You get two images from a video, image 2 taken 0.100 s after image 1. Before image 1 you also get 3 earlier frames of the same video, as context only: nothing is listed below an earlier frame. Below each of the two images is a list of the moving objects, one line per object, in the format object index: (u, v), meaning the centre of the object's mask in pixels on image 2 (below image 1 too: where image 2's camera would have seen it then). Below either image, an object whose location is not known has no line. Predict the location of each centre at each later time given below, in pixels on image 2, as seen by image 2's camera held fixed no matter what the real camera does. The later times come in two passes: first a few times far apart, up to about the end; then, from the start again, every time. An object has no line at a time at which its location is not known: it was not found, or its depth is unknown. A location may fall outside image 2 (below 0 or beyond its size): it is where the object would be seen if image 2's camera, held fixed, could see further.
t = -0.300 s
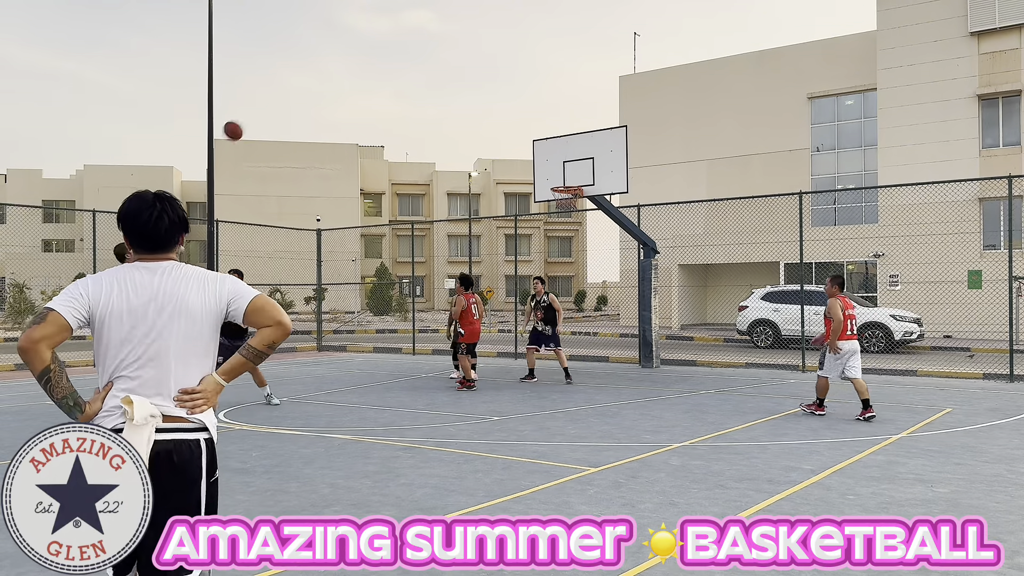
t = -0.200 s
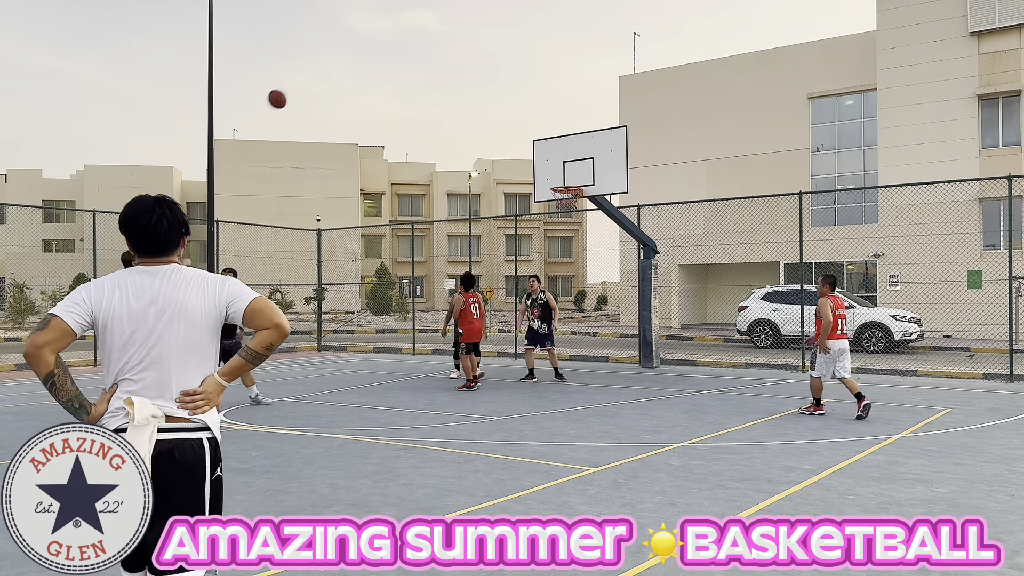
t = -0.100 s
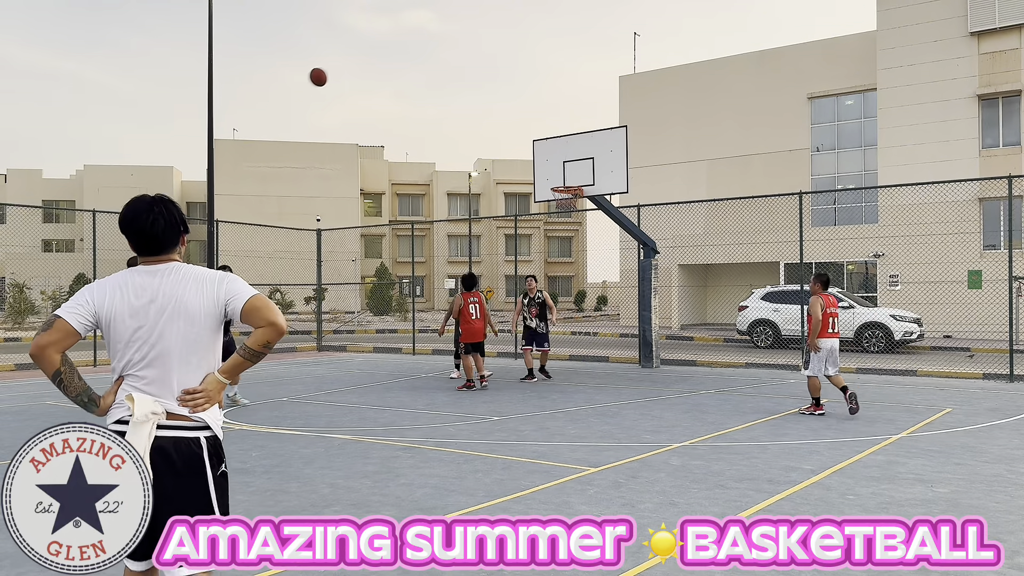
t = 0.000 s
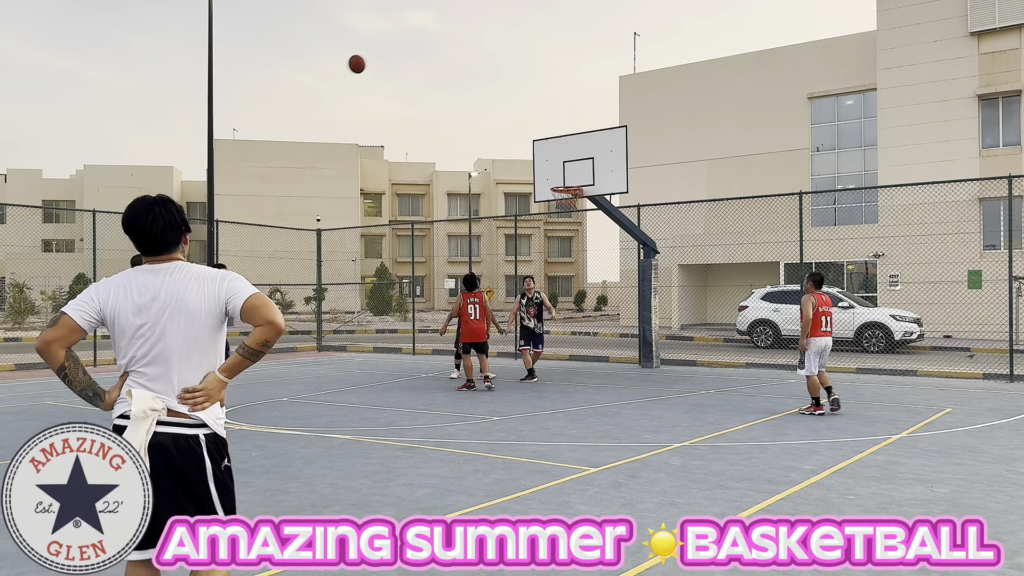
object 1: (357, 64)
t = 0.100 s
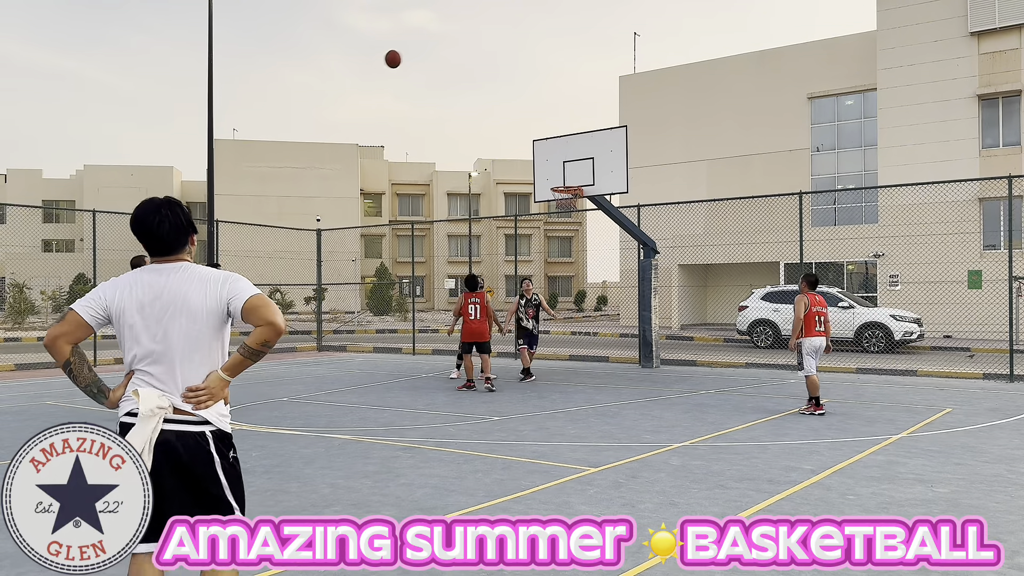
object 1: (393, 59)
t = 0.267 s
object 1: (449, 66)
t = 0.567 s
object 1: (536, 122)
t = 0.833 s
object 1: (583, 166)
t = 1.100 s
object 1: (589, 121)
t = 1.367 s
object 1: (596, 120)
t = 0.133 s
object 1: (404, 59)
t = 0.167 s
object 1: (416, 60)
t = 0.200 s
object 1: (427, 61)
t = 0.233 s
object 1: (438, 63)
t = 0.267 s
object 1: (449, 66)
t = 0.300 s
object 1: (459, 70)
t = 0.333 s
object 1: (469, 74)
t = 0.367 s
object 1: (479, 79)
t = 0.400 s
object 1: (489, 85)
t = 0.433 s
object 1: (499, 91)
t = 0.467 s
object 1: (508, 98)
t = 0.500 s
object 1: (518, 106)
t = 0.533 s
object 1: (527, 114)
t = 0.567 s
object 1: (536, 122)
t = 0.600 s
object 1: (544, 131)
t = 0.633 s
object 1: (553, 141)
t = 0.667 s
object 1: (562, 151)
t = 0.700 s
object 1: (570, 162)
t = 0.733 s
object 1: (578, 173)
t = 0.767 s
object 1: (582, 181)
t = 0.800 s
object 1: (583, 174)
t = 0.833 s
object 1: (583, 166)
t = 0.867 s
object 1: (584, 158)
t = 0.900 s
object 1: (585, 150)
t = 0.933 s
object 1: (586, 144)
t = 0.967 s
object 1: (586, 138)
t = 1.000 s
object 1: (587, 133)
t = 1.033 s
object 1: (588, 128)
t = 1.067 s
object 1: (589, 124)
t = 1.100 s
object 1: (589, 121)
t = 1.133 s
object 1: (590, 118)
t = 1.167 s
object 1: (591, 116)
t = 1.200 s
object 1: (592, 115)
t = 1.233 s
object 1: (593, 114)
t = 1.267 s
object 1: (593, 115)
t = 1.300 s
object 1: (594, 116)
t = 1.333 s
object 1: (595, 117)
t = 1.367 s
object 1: (596, 120)
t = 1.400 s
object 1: (597, 124)
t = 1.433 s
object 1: (598, 128)
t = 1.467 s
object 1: (599, 133)
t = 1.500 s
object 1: (599, 139)
